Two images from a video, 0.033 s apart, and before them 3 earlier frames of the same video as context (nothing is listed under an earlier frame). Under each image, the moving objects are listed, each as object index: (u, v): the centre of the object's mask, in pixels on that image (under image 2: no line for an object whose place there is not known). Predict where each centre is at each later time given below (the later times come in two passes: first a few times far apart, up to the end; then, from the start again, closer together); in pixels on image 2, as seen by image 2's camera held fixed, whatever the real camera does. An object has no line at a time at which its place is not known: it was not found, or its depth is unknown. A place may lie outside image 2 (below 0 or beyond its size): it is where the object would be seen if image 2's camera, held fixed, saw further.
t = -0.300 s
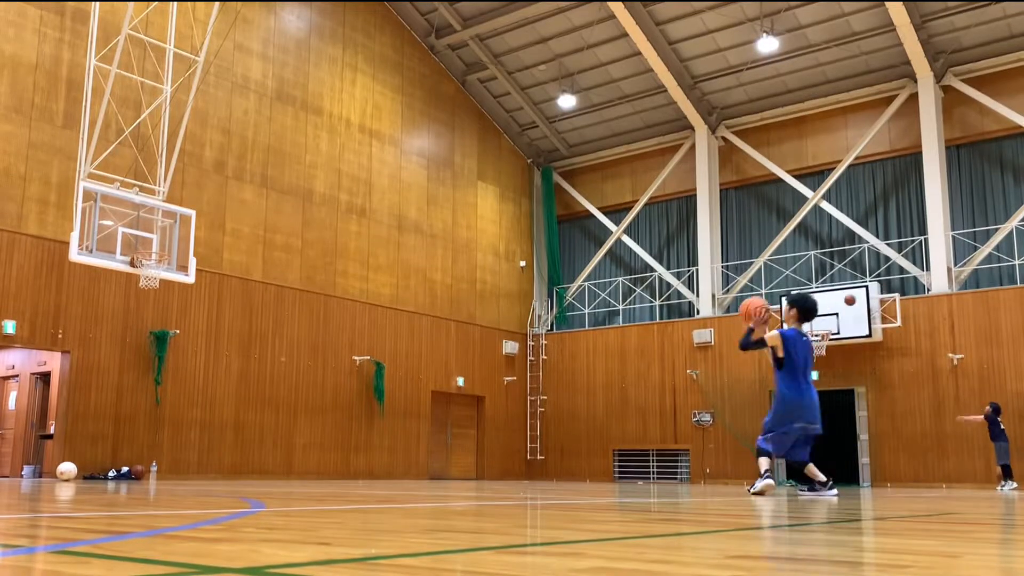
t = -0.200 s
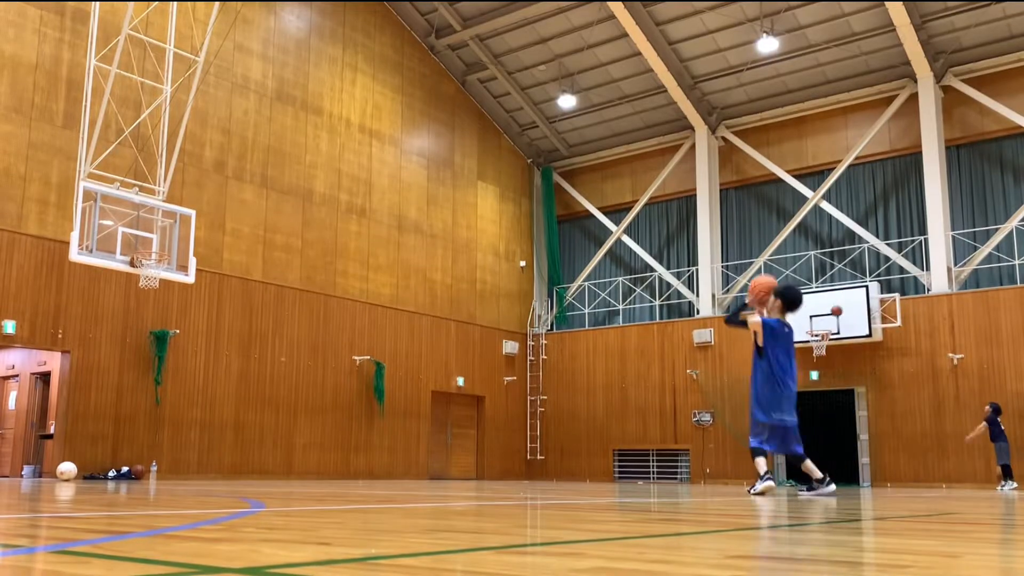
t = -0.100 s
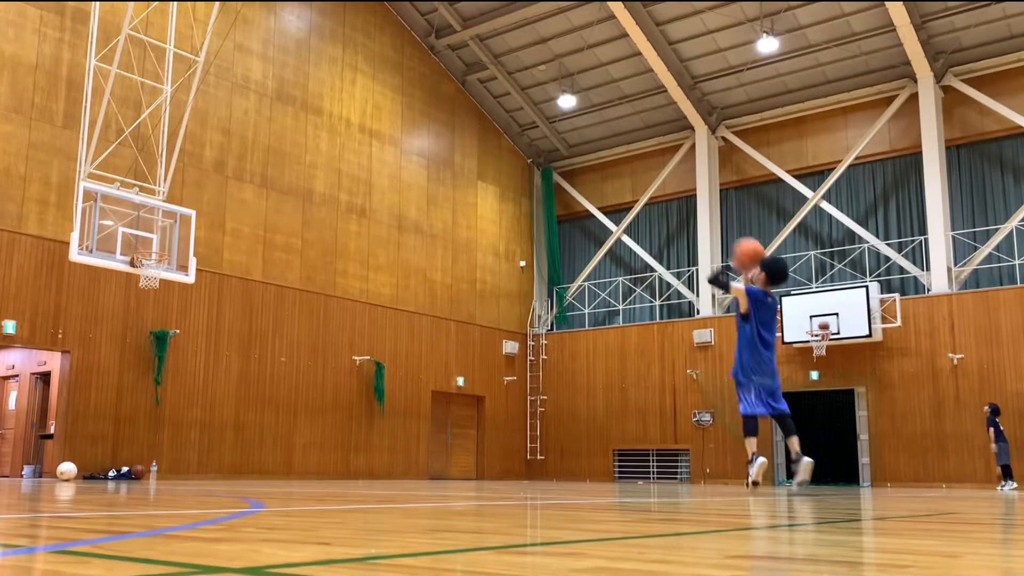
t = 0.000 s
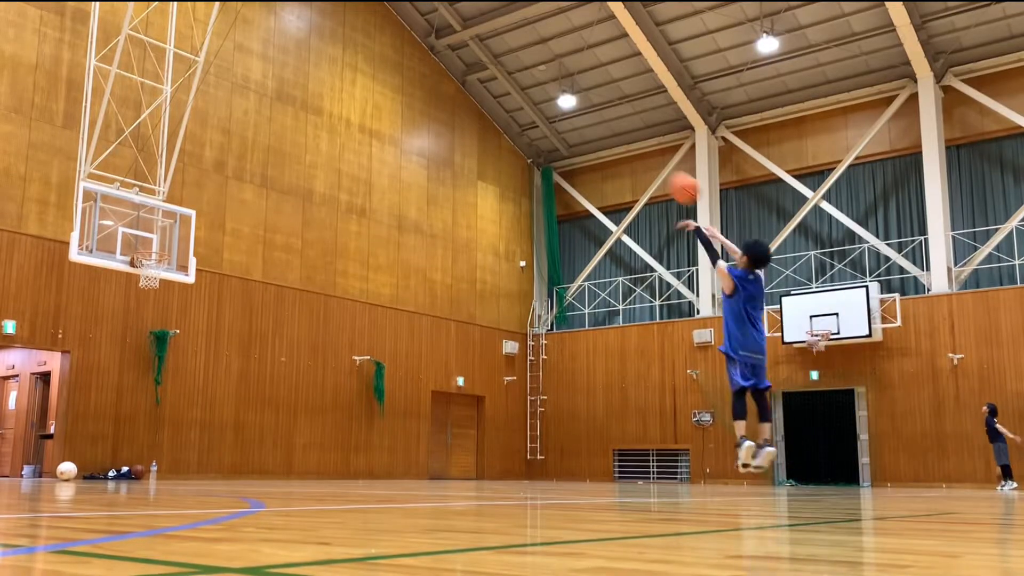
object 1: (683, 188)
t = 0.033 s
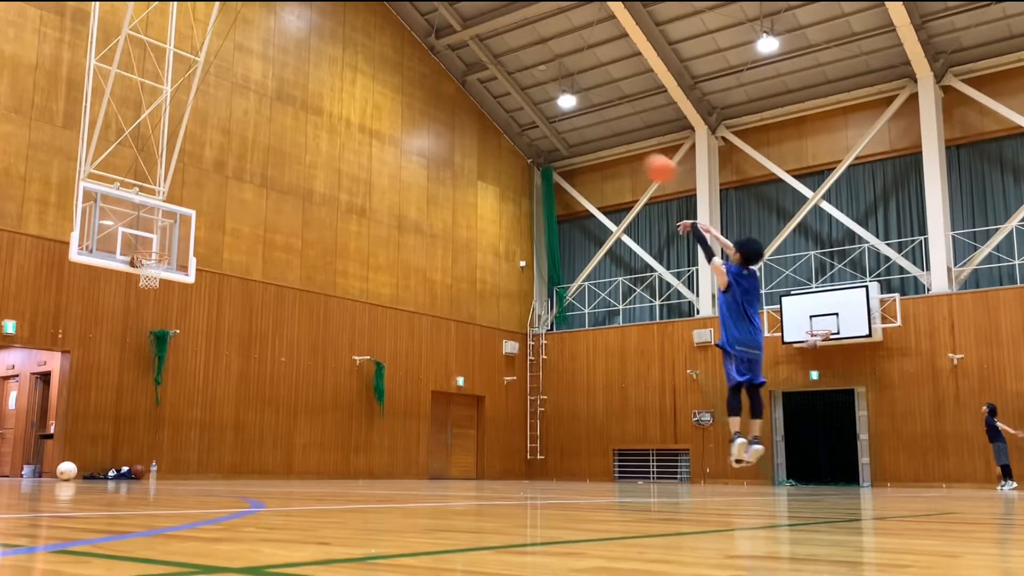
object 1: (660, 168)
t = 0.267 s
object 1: (516, 85)
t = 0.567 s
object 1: (378, 66)
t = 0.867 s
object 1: (268, 117)
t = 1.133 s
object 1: (187, 203)
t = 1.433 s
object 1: (145, 273)
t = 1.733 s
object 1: (141, 332)
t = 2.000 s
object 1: (133, 442)
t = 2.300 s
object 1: (139, 389)
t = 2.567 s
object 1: (147, 347)
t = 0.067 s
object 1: (637, 152)
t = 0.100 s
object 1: (615, 136)
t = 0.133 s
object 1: (593, 123)
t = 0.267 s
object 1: (516, 85)
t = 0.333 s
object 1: (482, 73)
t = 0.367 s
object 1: (465, 69)
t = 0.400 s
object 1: (449, 67)
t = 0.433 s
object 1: (434, 64)
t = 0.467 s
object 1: (420, 64)
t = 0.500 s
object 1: (405, 63)
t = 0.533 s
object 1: (391, 62)
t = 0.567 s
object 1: (378, 66)
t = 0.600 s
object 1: (365, 69)
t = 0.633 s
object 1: (350, 73)
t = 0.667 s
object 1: (339, 77)
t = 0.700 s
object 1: (327, 83)
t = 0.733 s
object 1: (314, 88)
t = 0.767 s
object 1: (302, 94)
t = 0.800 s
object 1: (291, 101)
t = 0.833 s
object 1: (280, 109)
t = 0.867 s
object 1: (268, 117)
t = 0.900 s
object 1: (258, 124)
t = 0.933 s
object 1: (247, 136)
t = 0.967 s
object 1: (236, 145)
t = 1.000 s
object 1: (227, 156)
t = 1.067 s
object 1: (205, 179)
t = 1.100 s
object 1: (196, 192)
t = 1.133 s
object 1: (187, 203)
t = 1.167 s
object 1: (177, 220)
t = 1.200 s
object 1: (168, 232)
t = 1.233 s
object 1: (161, 247)
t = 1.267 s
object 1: (151, 262)
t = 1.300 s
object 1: (146, 270)
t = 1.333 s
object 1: (145, 272)
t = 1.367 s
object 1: (145, 271)
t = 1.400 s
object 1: (145, 271)
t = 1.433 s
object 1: (145, 273)
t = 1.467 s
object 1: (144, 274)
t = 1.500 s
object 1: (144, 279)
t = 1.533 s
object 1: (145, 282)
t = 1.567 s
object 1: (145, 287)
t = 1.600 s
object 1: (144, 293)
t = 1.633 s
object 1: (143, 301)
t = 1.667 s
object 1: (143, 307)
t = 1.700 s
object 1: (142, 317)
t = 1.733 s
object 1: (141, 332)
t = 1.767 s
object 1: (140, 342)
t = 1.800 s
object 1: (140, 353)
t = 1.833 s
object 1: (139, 365)
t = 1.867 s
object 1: (138, 379)
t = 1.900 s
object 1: (137, 393)
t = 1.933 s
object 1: (135, 409)
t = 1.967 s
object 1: (134, 424)
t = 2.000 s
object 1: (133, 442)
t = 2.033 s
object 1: (131, 459)
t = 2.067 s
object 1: (131, 469)
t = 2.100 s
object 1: (132, 455)
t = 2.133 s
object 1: (133, 442)
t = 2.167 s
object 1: (135, 430)
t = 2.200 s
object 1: (136, 418)
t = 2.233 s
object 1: (137, 408)
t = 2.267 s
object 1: (138, 398)
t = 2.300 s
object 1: (139, 389)
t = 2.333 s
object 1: (141, 379)
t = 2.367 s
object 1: (143, 371)
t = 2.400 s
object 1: (143, 366)
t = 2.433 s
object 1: (144, 360)
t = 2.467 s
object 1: (145, 356)
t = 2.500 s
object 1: (146, 352)
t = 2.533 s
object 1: (146, 349)
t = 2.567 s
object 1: (147, 347)
